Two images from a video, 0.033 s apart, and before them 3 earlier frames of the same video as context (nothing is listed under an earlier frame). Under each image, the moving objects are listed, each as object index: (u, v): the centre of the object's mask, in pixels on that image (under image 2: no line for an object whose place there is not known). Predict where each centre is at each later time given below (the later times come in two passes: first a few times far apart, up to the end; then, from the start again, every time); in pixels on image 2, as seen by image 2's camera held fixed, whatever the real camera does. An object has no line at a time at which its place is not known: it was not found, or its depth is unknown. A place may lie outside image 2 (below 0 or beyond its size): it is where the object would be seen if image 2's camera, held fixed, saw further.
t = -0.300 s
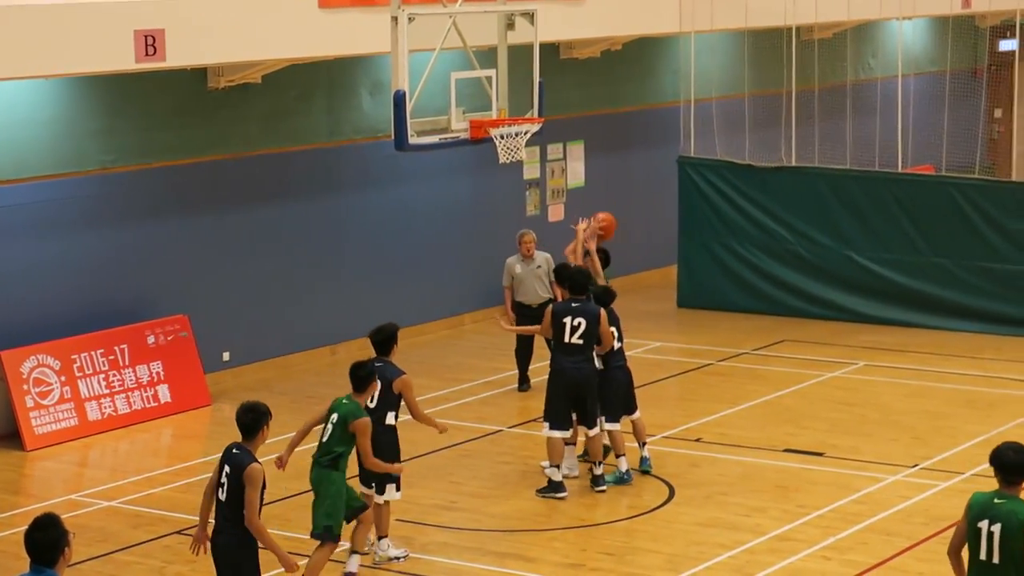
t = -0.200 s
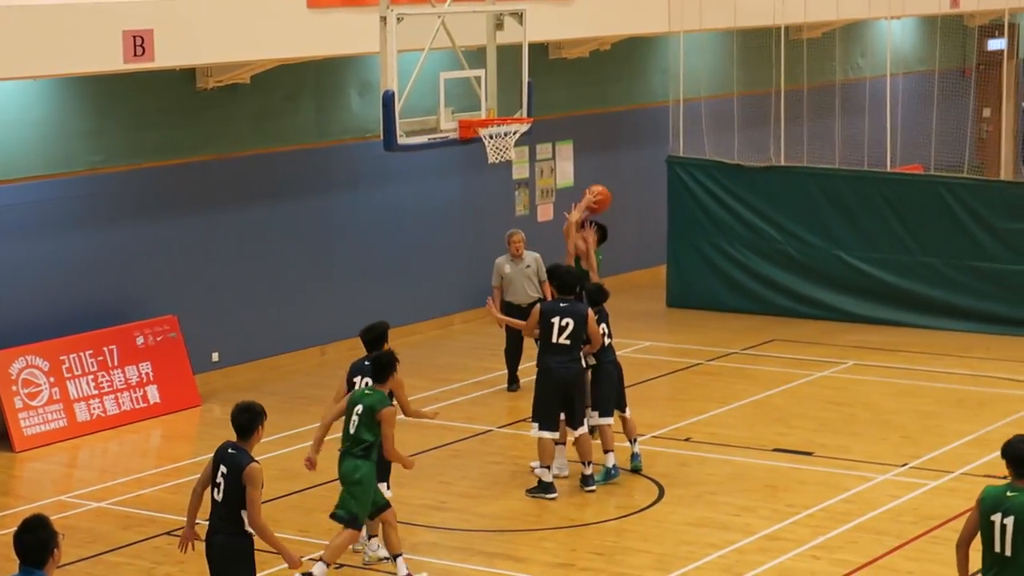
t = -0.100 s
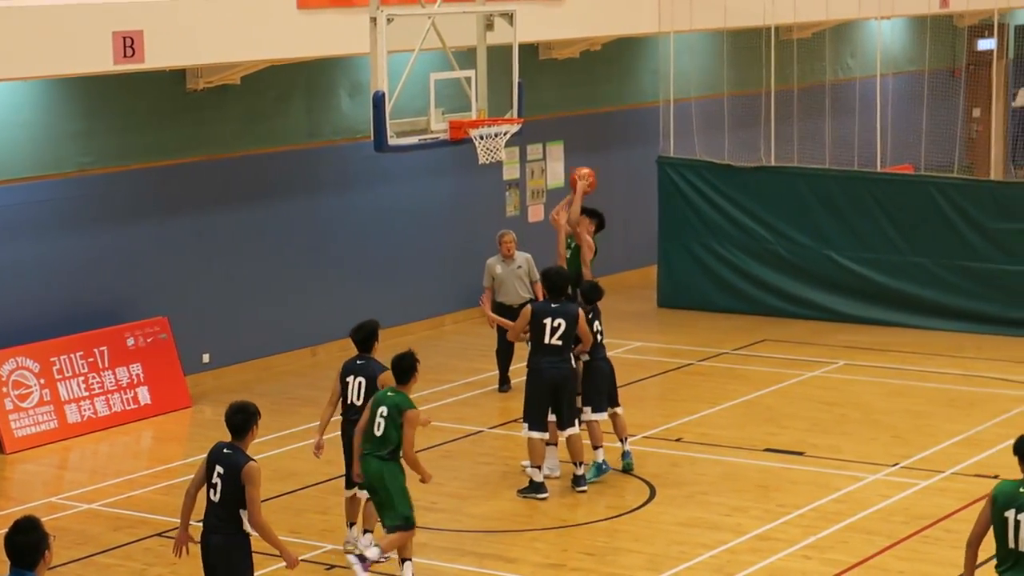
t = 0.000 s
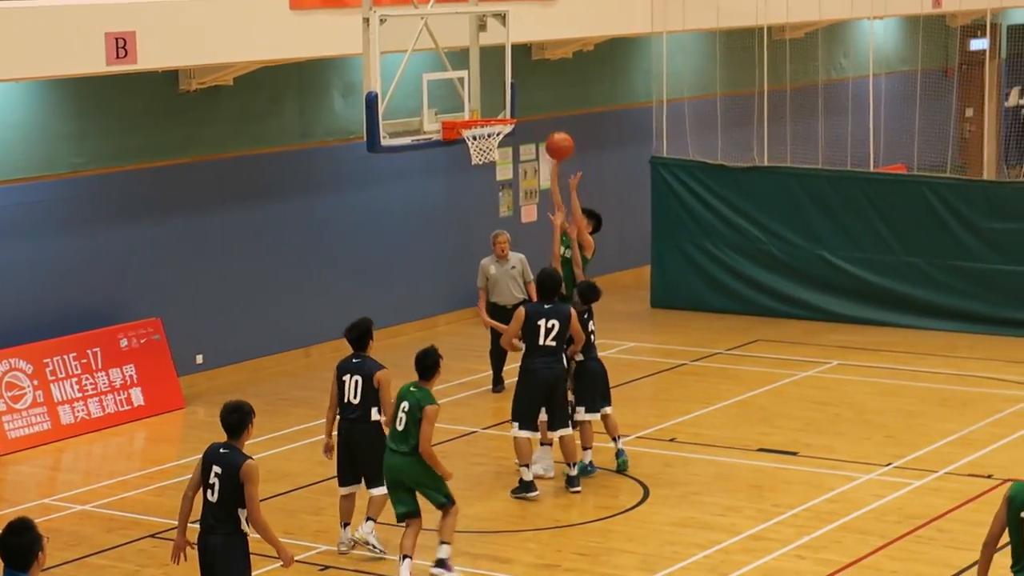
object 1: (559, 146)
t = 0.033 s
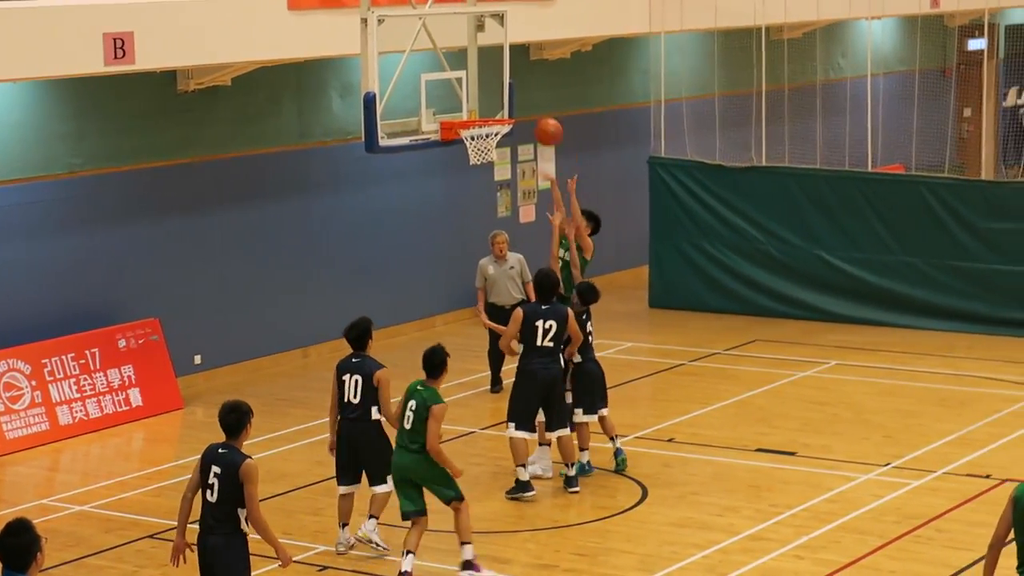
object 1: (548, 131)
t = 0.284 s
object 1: (513, 81)
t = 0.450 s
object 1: (516, 100)
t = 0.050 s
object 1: (544, 125)
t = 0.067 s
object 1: (539, 119)
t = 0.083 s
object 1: (534, 112)
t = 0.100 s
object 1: (529, 107)
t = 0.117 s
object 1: (524, 101)
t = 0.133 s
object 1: (519, 96)
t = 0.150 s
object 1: (514, 91)
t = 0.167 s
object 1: (512, 87)
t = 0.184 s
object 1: (512, 85)
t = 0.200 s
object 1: (512, 84)
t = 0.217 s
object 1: (512, 83)
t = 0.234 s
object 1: (512, 82)
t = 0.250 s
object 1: (512, 81)
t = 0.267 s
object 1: (513, 81)
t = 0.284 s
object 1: (513, 81)
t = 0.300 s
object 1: (513, 82)
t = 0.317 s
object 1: (513, 82)
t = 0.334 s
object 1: (514, 83)
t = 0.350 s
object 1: (514, 85)
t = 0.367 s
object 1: (514, 86)
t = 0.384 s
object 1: (515, 88)
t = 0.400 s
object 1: (515, 91)
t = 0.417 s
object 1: (515, 94)
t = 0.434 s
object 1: (515, 97)
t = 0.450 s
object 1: (516, 100)
